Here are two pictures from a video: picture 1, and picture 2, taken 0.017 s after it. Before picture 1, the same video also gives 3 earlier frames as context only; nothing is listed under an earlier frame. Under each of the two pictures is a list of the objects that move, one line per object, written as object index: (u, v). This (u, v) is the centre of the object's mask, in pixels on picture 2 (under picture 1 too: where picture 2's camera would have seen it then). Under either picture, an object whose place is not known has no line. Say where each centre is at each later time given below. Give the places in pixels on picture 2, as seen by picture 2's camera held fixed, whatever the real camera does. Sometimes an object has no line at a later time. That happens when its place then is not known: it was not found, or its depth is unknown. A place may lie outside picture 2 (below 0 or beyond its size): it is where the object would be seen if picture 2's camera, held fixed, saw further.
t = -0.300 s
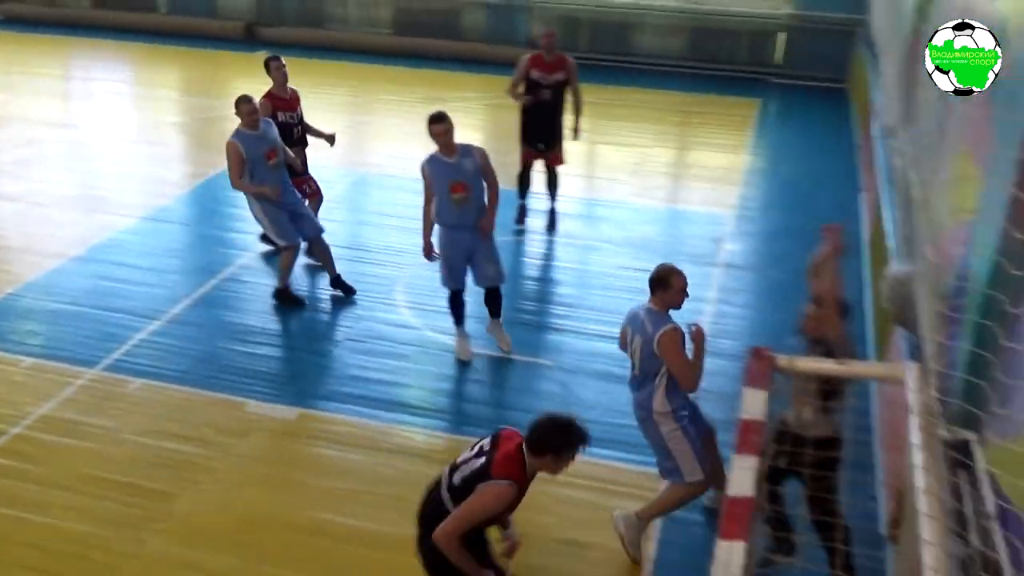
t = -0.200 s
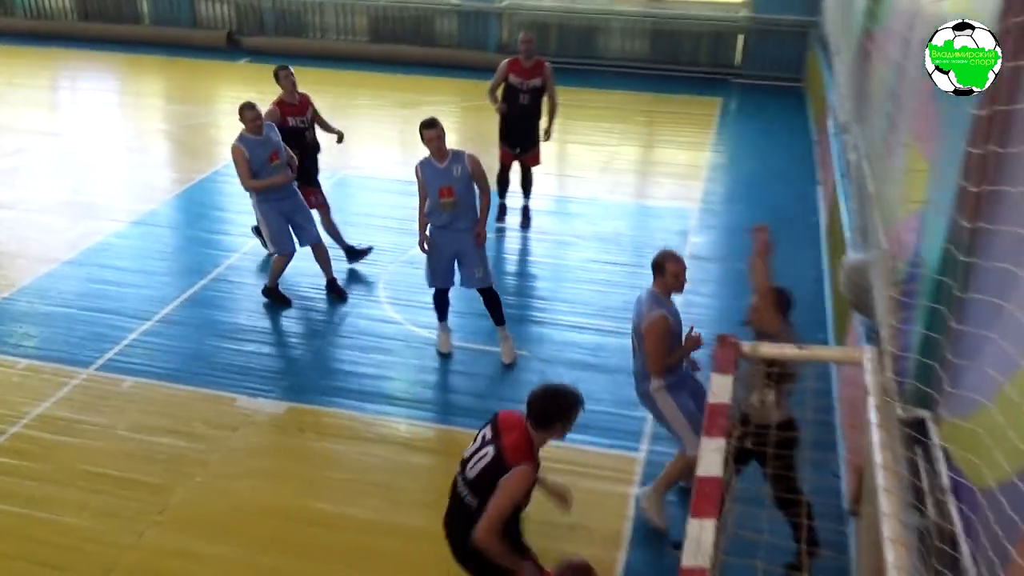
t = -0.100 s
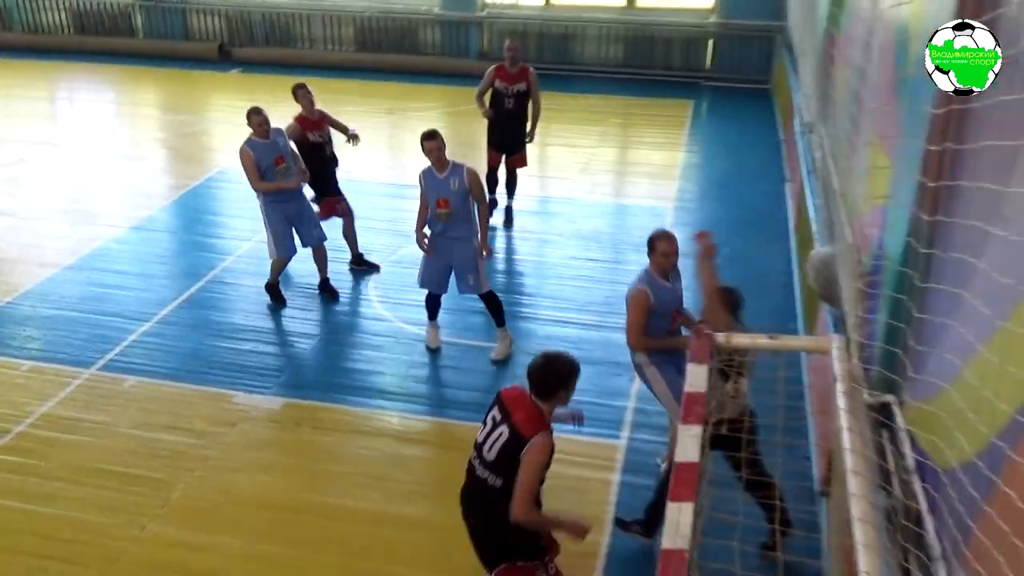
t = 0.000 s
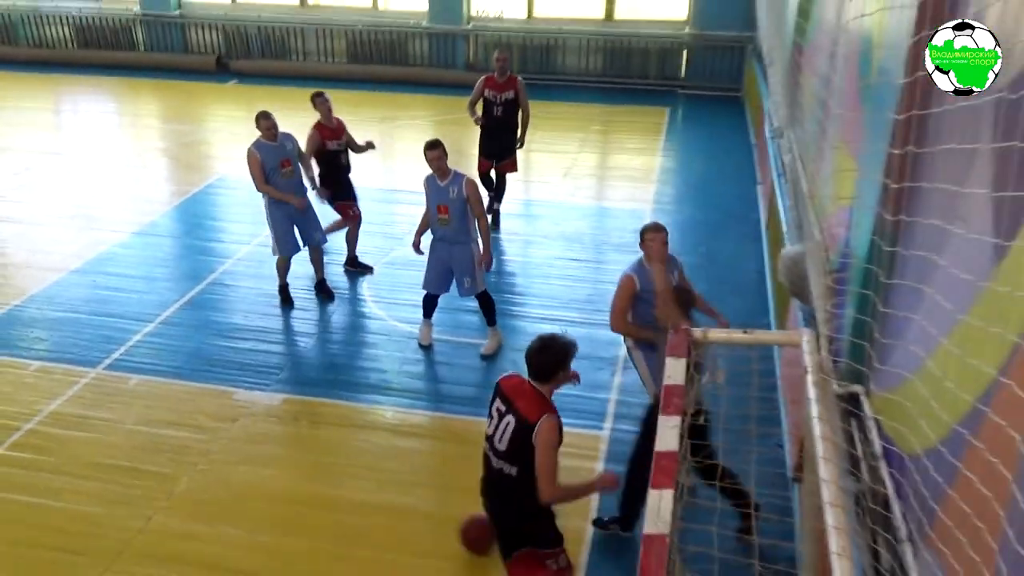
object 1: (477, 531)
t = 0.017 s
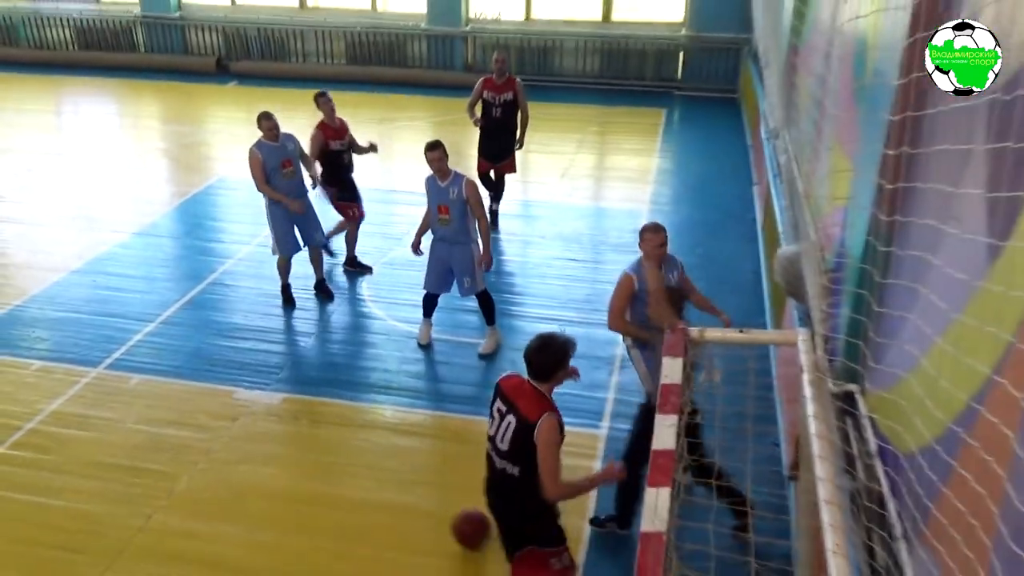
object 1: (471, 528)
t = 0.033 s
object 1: (464, 525)
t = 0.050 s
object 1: (459, 524)
